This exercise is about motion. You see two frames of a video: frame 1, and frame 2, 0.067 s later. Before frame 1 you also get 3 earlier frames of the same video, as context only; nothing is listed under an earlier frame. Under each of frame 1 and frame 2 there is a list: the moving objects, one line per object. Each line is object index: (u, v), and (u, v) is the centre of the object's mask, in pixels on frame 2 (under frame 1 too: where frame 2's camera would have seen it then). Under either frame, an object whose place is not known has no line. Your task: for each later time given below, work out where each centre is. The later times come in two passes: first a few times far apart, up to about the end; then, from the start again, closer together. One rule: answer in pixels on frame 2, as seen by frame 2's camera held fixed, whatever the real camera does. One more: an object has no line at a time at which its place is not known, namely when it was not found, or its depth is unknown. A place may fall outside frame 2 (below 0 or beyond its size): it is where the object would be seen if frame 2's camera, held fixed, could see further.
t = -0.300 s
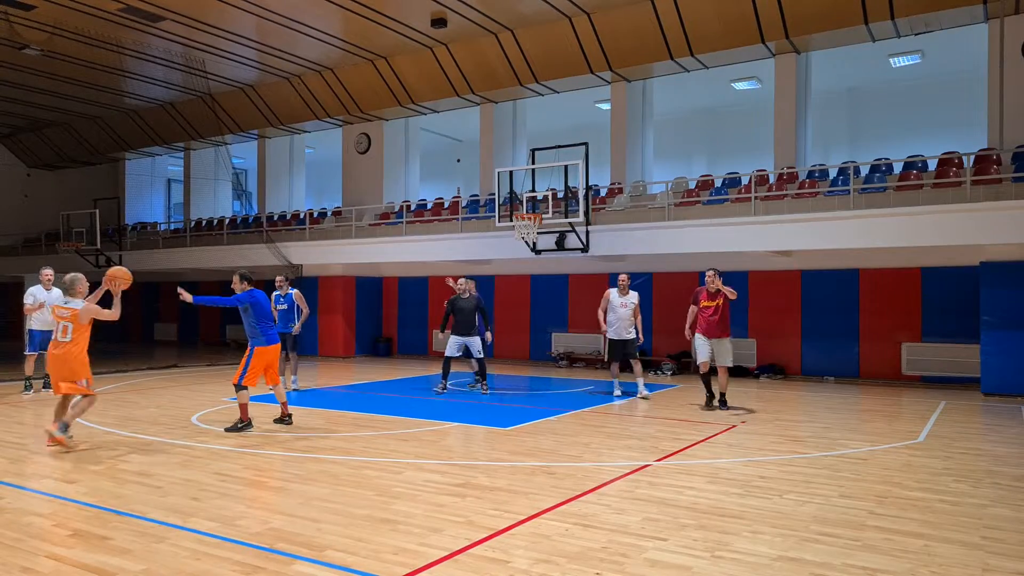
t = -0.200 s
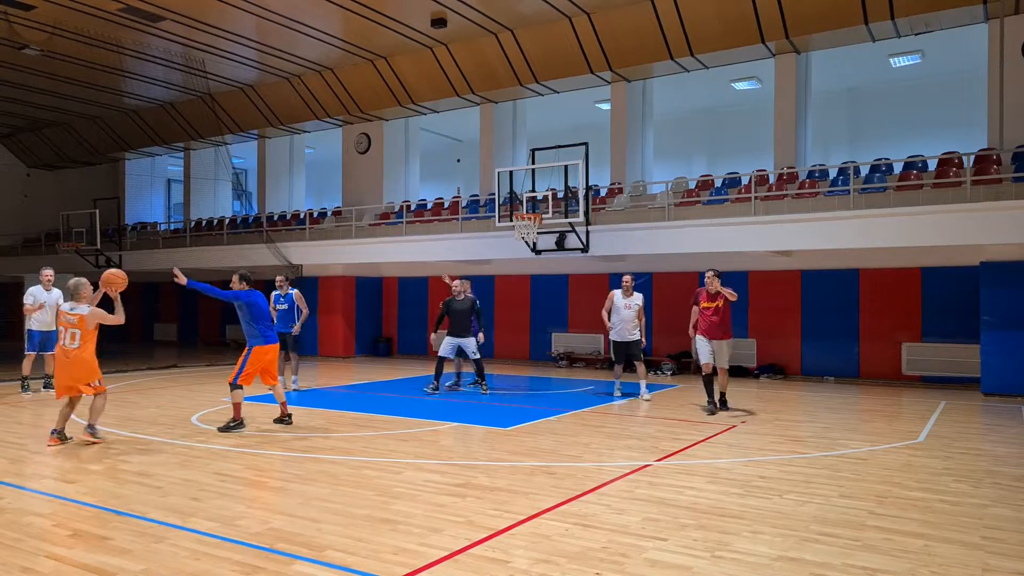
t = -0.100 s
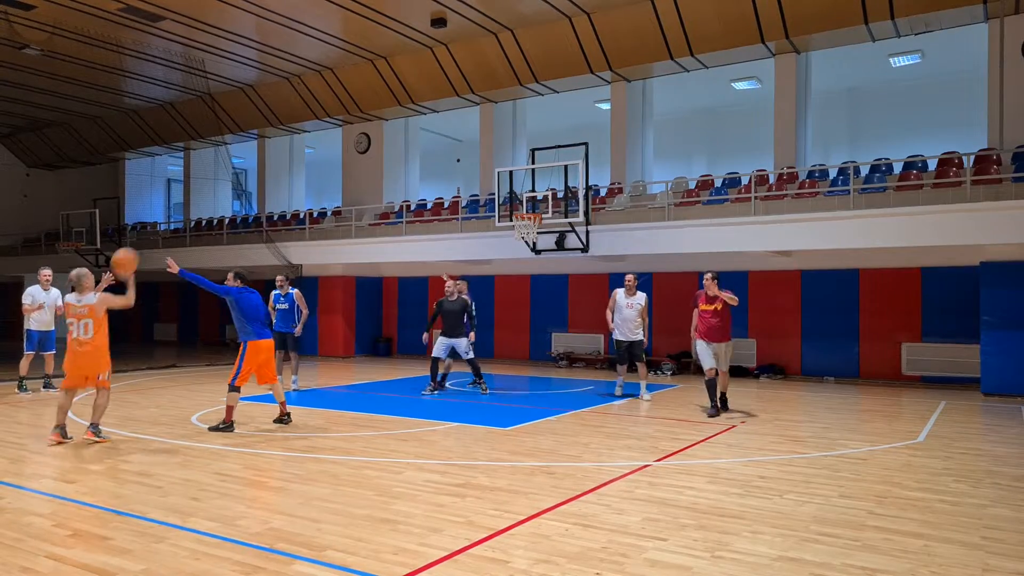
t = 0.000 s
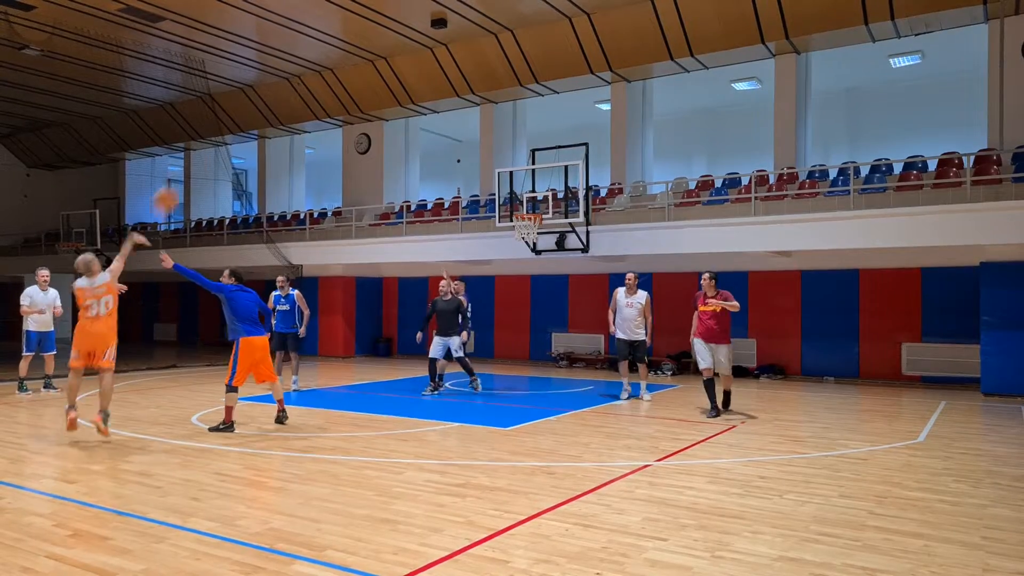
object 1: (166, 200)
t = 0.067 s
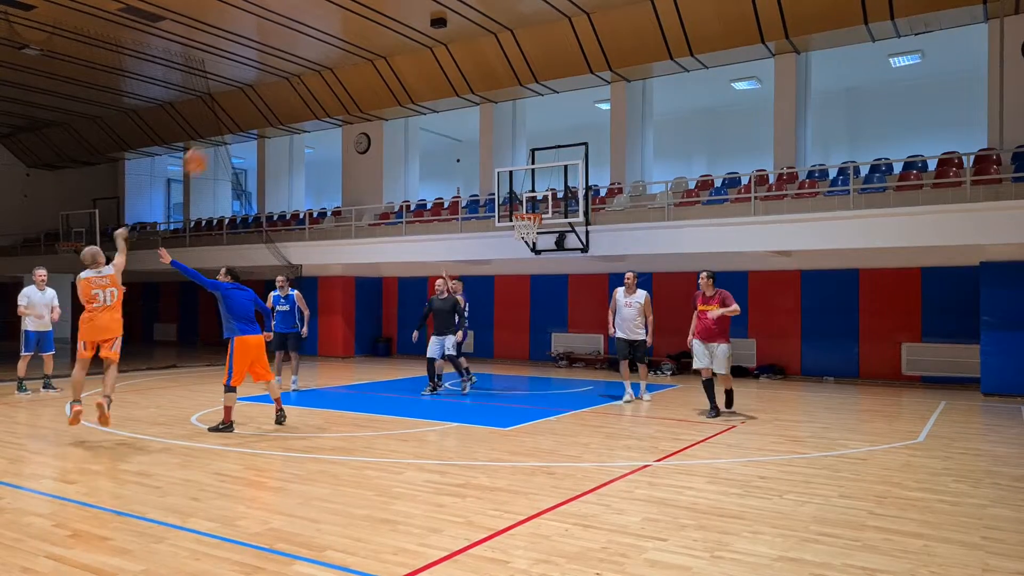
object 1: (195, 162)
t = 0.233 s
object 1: (261, 92)
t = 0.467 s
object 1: (337, 46)
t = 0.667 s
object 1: (392, 43)
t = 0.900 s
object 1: (445, 72)
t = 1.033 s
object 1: (472, 99)
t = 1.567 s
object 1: (507, 229)
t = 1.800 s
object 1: (485, 248)
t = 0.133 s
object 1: (223, 129)
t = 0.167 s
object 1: (236, 116)
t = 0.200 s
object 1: (249, 104)
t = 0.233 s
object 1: (261, 92)
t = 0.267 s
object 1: (274, 83)
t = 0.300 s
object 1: (286, 74)
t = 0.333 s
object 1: (297, 66)
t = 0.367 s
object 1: (307, 60)
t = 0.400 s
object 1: (318, 55)
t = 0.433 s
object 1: (329, 50)
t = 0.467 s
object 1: (337, 46)
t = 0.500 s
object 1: (348, 44)
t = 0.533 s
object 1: (356, 43)
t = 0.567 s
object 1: (366, 42)
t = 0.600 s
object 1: (375, 42)
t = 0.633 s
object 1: (382, 43)
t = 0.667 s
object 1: (392, 43)
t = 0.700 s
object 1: (399, 46)
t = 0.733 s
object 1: (407, 48)
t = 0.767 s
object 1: (416, 52)
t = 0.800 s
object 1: (424, 57)
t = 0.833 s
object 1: (430, 60)
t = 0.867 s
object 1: (437, 66)
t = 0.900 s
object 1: (445, 72)
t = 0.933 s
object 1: (451, 78)
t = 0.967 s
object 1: (460, 86)
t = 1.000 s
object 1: (465, 92)
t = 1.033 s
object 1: (472, 99)
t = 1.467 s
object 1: (516, 231)
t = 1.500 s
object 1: (513, 231)
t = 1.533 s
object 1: (509, 229)
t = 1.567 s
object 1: (507, 229)
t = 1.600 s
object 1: (503, 230)
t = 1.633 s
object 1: (500, 232)
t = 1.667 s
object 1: (497, 234)
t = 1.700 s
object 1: (494, 236)
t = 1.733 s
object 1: (491, 239)
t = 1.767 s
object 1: (488, 243)
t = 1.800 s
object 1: (485, 248)
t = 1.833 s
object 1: (482, 253)
